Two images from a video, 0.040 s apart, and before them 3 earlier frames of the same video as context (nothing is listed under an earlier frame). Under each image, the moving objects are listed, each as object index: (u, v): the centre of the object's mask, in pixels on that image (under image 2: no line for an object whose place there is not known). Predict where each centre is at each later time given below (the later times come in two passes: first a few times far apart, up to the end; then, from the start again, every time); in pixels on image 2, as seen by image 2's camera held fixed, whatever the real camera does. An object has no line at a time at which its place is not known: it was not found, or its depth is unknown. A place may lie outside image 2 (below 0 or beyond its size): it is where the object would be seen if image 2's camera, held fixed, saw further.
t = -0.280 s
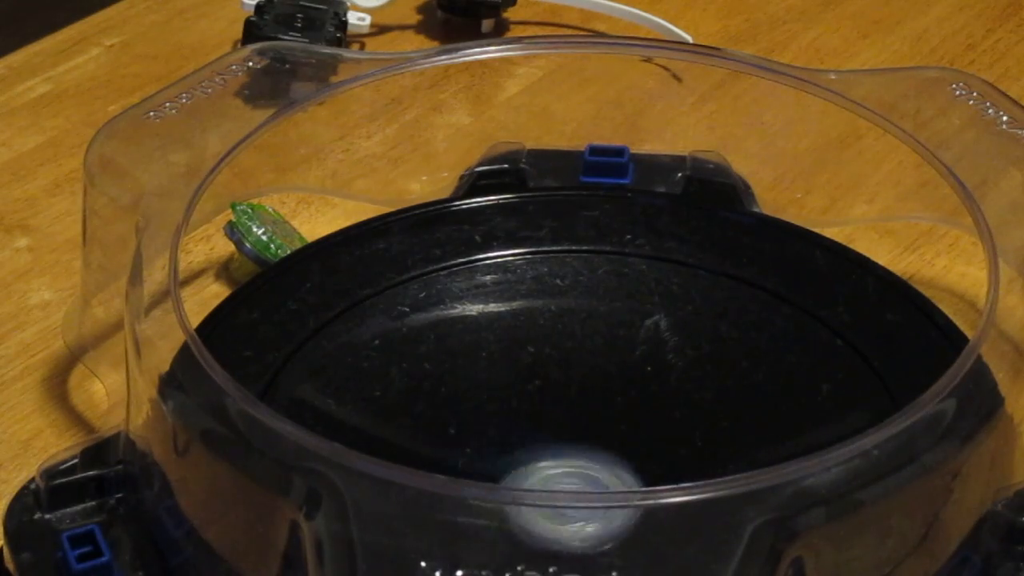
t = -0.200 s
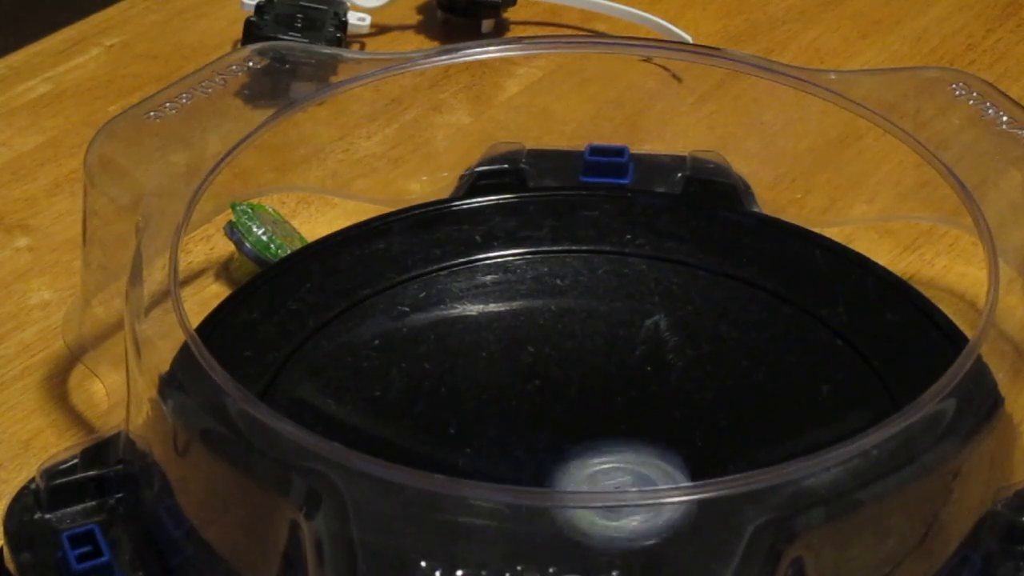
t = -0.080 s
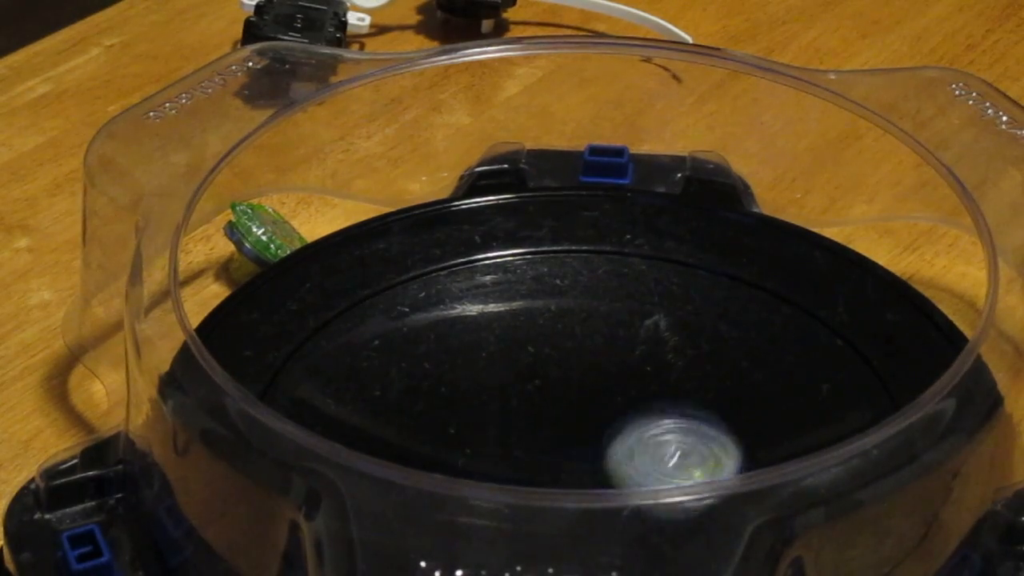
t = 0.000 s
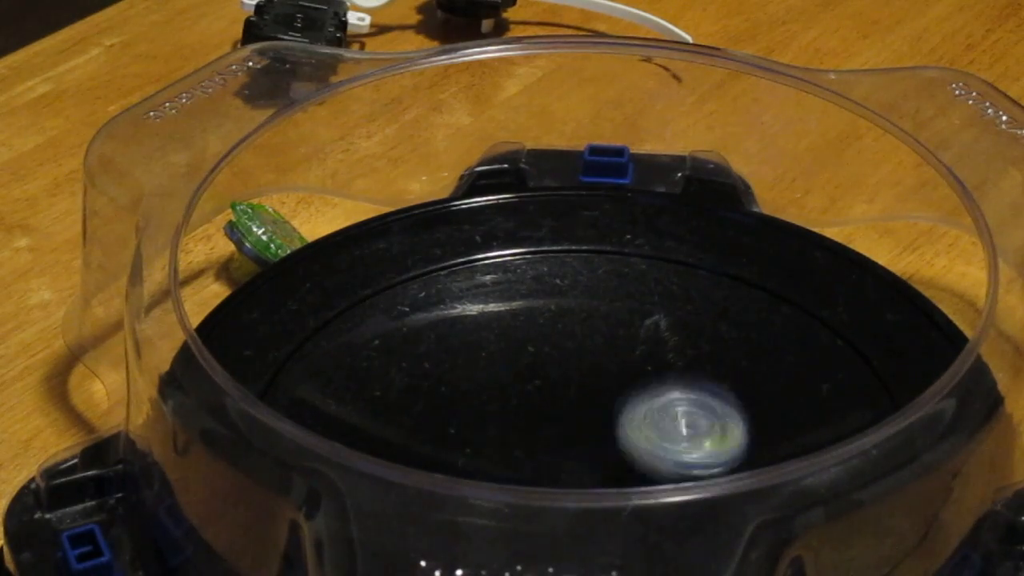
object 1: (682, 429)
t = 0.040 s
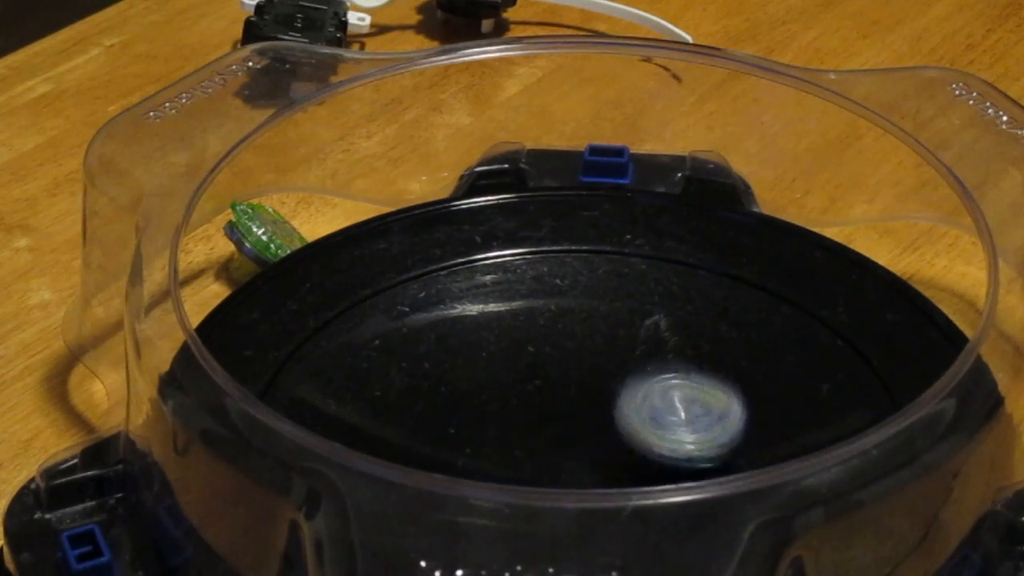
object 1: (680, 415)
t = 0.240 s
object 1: (604, 356)
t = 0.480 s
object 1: (483, 377)
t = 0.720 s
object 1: (502, 448)
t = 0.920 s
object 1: (611, 459)
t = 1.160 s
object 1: (674, 413)
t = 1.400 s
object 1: (582, 370)
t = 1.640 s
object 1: (489, 412)
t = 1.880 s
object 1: (539, 456)
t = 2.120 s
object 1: (634, 437)
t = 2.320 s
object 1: (619, 384)
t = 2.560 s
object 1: (529, 384)
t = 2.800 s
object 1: (535, 444)
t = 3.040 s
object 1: (626, 446)
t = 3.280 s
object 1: (614, 401)
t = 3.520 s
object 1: (528, 404)
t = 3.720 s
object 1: (521, 443)
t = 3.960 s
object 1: (600, 442)
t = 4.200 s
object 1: (599, 395)
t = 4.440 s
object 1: (533, 399)
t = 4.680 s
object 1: (566, 441)
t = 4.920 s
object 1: (627, 428)
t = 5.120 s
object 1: (597, 402)
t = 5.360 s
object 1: (541, 425)
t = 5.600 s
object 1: (571, 446)
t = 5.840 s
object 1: (597, 420)
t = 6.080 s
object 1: (548, 405)
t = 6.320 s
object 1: (547, 431)
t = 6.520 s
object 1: (594, 428)
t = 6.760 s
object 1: (592, 404)
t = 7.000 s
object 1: (561, 420)
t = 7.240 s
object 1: (583, 436)
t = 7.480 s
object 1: (597, 428)
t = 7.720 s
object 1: (577, 418)
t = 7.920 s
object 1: (555, 421)
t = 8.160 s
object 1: (561, 431)
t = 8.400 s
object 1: (579, 423)
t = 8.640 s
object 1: (576, 415)
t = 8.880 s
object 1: (568, 415)
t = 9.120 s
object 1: (566, 423)
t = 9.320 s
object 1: (584, 426)
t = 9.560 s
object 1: (581, 419)
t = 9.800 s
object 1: (571, 424)
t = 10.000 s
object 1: (583, 429)
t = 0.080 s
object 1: (671, 398)
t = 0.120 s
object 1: (658, 386)
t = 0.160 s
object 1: (643, 372)
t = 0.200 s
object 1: (624, 364)
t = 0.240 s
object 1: (604, 356)
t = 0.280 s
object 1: (580, 354)
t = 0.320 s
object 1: (556, 351)
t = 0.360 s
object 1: (535, 354)
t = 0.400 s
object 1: (515, 357)
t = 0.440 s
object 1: (497, 368)
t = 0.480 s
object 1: (483, 377)
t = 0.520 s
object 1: (472, 389)
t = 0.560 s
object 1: (469, 404)
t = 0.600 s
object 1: (468, 417)
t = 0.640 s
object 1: (476, 432)
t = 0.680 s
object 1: (485, 442)
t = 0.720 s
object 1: (502, 448)
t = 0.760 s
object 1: (522, 454)
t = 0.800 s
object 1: (543, 459)
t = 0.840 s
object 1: (565, 471)
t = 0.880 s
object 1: (588, 473)
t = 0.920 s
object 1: (611, 459)
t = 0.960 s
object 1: (631, 457)
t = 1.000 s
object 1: (648, 451)
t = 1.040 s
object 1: (662, 444)
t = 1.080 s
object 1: (671, 437)
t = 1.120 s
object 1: (676, 426)
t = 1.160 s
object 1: (674, 413)
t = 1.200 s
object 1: (667, 400)
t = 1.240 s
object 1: (655, 391)
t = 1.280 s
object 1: (639, 382)
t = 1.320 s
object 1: (622, 375)
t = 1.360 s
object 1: (601, 372)
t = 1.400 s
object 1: (582, 370)
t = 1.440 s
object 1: (560, 372)
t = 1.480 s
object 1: (542, 376)
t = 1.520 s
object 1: (524, 383)
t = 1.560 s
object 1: (509, 390)
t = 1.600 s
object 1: (497, 401)
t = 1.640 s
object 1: (489, 412)
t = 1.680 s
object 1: (485, 424)
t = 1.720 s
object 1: (486, 434)
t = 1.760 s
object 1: (494, 443)
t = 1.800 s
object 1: (505, 448)
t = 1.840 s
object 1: (523, 455)
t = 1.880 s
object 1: (539, 456)
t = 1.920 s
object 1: (560, 458)
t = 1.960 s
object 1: (579, 458)
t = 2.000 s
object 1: (597, 455)
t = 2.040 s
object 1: (611, 451)
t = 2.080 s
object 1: (625, 445)
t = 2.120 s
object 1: (634, 437)
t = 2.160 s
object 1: (639, 428)
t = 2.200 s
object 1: (640, 416)
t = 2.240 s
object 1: (637, 404)
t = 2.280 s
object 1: (629, 393)
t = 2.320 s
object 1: (619, 384)
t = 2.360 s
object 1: (606, 378)
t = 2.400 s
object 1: (592, 372)
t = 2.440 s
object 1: (575, 371)
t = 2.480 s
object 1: (558, 372)
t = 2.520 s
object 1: (543, 377)
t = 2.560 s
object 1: (529, 384)
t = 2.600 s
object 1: (522, 395)
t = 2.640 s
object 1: (514, 405)
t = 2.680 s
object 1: (514, 415)
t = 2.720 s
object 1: (517, 429)
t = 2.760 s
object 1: (524, 436)
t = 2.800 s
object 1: (535, 444)
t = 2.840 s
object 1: (548, 447)
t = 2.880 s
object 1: (564, 451)
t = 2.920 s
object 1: (581, 452)
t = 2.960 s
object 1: (597, 452)
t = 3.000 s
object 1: (612, 451)
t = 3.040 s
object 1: (626, 446)
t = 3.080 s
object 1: (635, 442)
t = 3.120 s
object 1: (641, 434)
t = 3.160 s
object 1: (641, 426)
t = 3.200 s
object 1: (636, 416)
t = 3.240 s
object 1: (628, 408)
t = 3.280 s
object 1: (614, 401)
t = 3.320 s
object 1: (603, 395)
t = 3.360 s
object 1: (585, 394)
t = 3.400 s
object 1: (569, 391)
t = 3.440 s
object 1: (555, 395)
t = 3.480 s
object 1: (541, 397)
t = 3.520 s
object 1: (528, 404)
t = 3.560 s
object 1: (517, 410)
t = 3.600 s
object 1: (513, 419)
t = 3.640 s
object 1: (510, 430)
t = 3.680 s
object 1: (514, 436)
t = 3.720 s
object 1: (521, 443)
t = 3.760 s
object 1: (530, 447)
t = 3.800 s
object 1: (545, 449)
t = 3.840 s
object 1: (559, 449)
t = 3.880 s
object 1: (577, 449)
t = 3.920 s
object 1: (589, 446)
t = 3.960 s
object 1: (600, 442)
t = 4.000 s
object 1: (610, 436)
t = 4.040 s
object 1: (613, 427)
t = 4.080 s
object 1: (615, 417)
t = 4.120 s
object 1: (612, 408)
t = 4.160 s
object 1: (606, 399)
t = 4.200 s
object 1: (599, 395)
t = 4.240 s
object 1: (585, 388)
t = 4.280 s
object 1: (576, 385)
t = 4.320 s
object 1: (564, 386)
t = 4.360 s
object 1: (553, 388)
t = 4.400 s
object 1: (543, 394)
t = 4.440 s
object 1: (533, 399)
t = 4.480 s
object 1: (532, 407)
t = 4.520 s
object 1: (531, 417)
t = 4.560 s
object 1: (533, 424)
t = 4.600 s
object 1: (542, 432)
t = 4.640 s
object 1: (550, 438)
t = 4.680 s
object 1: (566, 441)
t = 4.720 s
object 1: (578, 443)
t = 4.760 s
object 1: (590, 443)
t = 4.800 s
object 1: (603, 442)
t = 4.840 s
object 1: (613, 439)
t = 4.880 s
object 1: (620, 433)
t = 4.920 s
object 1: (627, 428)
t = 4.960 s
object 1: (626, 423)
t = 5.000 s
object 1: (624, 414)
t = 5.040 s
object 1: (616, 409)
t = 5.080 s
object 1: (606, 405)
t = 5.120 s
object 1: (597, 402)
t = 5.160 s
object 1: (586, 404)
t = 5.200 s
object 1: (573, 403)
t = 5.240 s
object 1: (563, 407)
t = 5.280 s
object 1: (551, 412)
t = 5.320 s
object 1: (545, 417)
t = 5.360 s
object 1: (541, 425)
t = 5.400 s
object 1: (537, 431)
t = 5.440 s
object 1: (542, 436)
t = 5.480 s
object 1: (547, 443)
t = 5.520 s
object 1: (551, 444)
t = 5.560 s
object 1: (563, 444)
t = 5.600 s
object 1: (571, 446)
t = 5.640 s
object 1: (579, 444)
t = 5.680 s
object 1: (589, 442)
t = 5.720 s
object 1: (595, 439)
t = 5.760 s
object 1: (596, 431)
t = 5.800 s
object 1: (600, 425)
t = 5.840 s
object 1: (597, 420)
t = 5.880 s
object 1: (591, 412)
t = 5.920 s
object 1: (585, 409)
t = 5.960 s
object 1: (575, 405)
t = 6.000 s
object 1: (566, 402)
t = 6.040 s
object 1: (558, 403)
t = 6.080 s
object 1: (548, 405)
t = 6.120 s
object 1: (542, 406)
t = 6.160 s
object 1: (538, 411)
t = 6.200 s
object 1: (534, 416)
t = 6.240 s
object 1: (536, 420)
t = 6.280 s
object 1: (543, 427)
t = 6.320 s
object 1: (547, 431)
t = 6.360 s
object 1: (555, 432)
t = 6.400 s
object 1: (567, 434)
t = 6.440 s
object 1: (575, 435)
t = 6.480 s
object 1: (584, 430)
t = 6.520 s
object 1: (594, 428)
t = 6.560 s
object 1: (598, 426)
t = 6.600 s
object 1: (601, 418)
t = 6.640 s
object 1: (604, 414)
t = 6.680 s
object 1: (602, 411)
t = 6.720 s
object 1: (596, 406)
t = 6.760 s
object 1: (592, 404)
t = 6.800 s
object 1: (583, 404)
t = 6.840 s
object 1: (574, 404)
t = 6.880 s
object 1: (570, 406)
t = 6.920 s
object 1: (564, 411)
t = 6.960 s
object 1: (559, 415)
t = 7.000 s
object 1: (561, 420)
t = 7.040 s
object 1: (564, 427)
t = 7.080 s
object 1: (564, 431)
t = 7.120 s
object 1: (569, 431)
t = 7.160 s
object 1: (576, 435)
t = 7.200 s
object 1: (580, 436)
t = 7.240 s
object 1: (583, 436)
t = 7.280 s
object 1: (590, 436)
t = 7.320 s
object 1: (593, 436)
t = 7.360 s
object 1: (596, 433)
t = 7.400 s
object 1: (598, 430)
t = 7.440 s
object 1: (601, 429)
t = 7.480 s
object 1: (597, 428)
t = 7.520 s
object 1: (595, 423)
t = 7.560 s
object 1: (594, 423)
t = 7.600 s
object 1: (588, 419)
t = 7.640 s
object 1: (583, 418)
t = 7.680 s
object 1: (579, 416)
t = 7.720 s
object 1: (577, 418)
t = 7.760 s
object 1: (570, 419)
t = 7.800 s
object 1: (568, 417)
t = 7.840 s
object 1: (564, 418)
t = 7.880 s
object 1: (559, 421)
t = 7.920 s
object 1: (555, 421)
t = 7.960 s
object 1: (557, 423)
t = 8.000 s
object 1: (555, 426)
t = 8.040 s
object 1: (555, 427)
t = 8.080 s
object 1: (555, 427)
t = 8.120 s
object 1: (559, 430)
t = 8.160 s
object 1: (561, 431)
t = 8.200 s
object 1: (565, 430)
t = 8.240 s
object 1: (568, 429)
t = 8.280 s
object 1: (573, 429)
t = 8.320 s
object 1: (573, 429)
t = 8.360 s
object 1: (575, 424)
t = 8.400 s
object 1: (579, 423)
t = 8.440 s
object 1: (581, 423)
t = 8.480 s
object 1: (578, 420)
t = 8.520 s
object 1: (580, 417)
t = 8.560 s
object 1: (579, 418)
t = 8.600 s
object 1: (578, 415)
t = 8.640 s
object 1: (576, 415)
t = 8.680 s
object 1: (577, 413)
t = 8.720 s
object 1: (575, 413)
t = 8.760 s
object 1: (572, 412)
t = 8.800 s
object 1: (569, 412)
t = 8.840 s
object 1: (569, 413)
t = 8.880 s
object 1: (568, 415)
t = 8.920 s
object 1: (565, 416)
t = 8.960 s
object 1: (565, 417)
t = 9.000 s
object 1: (565, 418)
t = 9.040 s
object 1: (566, 421)
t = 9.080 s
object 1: (565, 423)
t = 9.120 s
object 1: (566, 423)
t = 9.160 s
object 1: (570, 424)
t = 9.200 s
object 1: (575, 426)
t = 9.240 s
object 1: (574, 427)
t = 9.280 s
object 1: (577, 425)
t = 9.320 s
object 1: (584, 426)
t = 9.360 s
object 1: (585, 425)
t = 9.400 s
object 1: (585, 423)
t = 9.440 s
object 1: (585, 421)
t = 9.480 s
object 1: (587, 421)
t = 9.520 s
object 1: (584, 420)
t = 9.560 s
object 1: (581, 419)
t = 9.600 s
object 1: (578, 419)
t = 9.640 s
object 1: (579, 419)
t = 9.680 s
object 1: (576, 421)
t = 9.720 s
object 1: (572, 422)
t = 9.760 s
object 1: (570, 423)
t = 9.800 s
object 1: (571, 424)
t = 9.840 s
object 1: (572, 427)
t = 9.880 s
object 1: (574, 430)
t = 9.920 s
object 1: (575, 431)
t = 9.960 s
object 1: (577, 429)
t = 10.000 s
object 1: (583, 429)
